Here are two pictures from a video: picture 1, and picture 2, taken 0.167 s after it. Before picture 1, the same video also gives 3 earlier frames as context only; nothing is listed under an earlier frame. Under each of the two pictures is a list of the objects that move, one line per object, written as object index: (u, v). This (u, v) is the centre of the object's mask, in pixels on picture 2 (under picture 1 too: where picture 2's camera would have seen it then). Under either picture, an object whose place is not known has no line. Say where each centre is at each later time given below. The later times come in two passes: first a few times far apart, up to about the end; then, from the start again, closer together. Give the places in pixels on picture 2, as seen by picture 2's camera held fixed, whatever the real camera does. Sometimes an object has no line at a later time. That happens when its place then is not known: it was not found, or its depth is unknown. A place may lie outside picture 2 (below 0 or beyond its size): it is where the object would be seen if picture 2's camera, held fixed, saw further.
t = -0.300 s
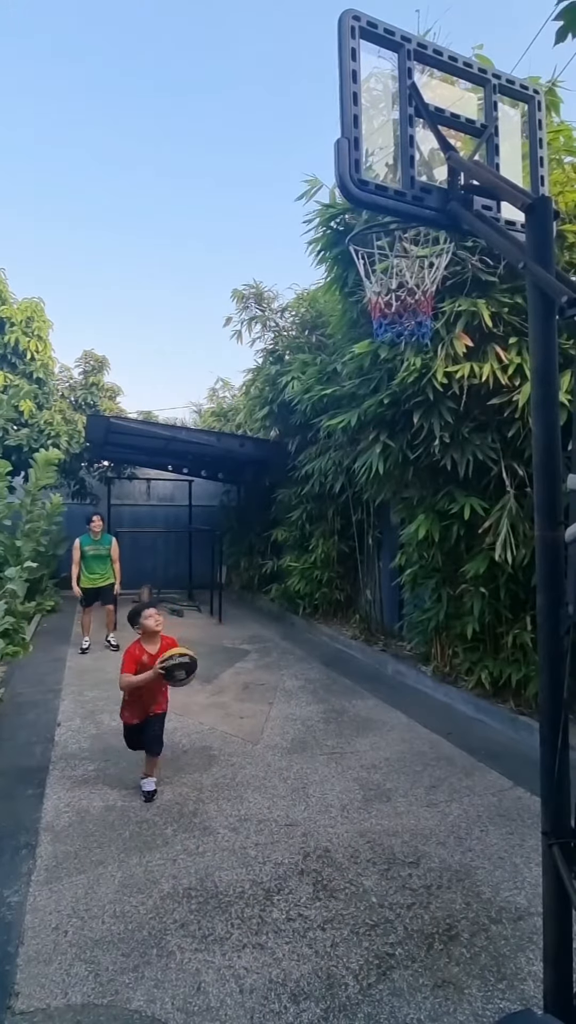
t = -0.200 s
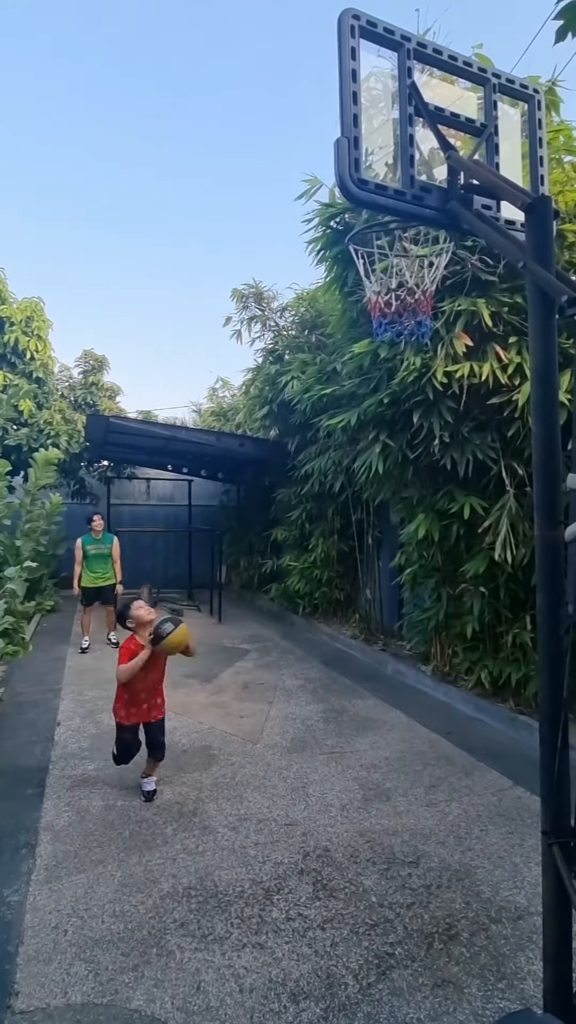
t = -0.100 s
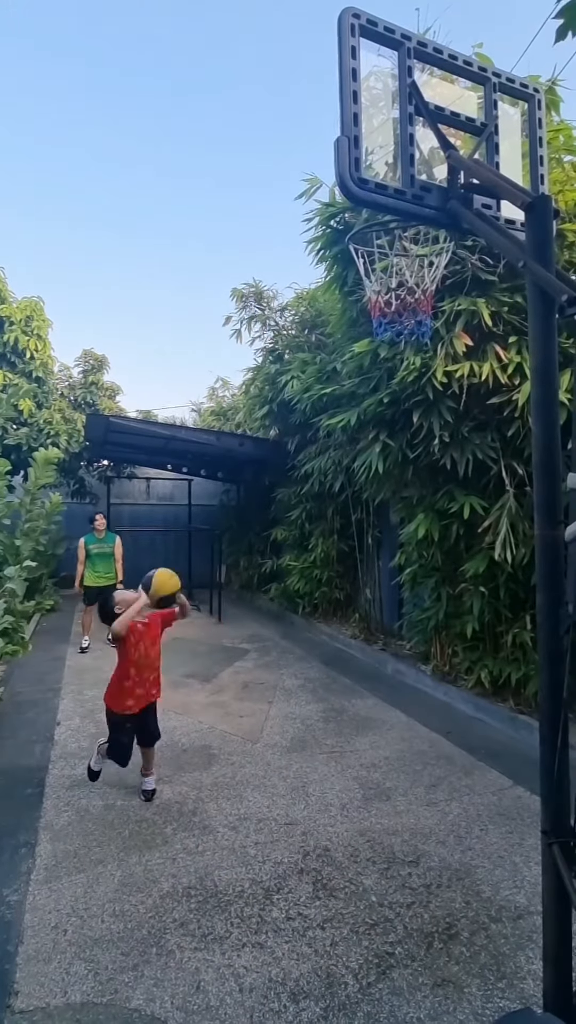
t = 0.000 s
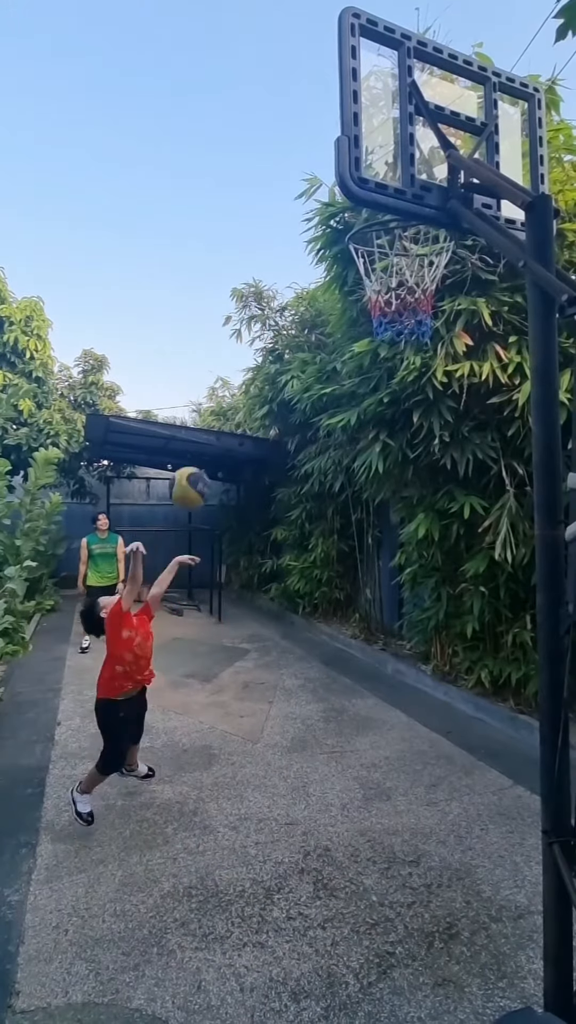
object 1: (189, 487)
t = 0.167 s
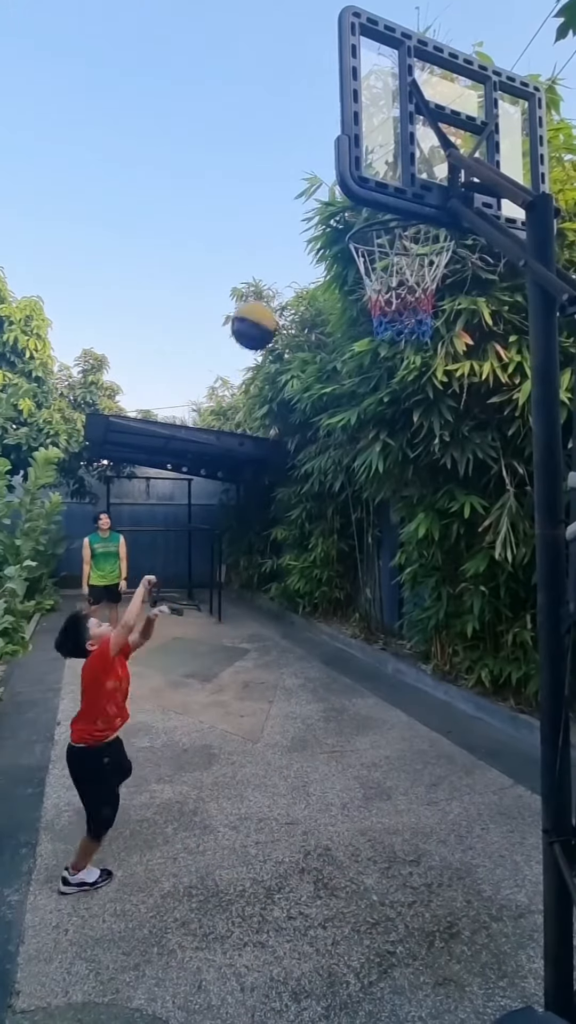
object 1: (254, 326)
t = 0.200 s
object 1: (267, 297)
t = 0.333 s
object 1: (324, 196)
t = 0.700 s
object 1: (369, 250)
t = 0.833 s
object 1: (388, 297)
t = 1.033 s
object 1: (398, 423)
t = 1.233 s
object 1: (409, 599)
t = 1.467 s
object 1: (421, 766)
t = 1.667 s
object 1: (440, 602)
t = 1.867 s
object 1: (455, 512)
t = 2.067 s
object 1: (470, 497)
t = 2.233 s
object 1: (482, 536)
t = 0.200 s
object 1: (267, 297)
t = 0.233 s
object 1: (281, 269)
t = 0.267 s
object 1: (296, 243)
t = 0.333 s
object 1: (324, 196)
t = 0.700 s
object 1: (369, 250)
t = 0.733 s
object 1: (380, 257)
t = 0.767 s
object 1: (382, 276)
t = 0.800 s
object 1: (384, 294)
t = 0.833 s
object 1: (388, 297)
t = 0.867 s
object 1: (394, 314)
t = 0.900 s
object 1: (395, 335)
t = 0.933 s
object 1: (397, 355)
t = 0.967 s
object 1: (399, 378)
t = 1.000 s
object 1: (400, 402)
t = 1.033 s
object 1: (398, 423)
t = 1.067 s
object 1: (401, 447)
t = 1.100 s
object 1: (403, 474)
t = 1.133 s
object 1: (405, 504)
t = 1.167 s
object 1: (407, 533)
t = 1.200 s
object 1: (408, 565)
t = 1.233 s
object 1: (409, 599)
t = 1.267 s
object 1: (411, 634)
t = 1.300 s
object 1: (411, 671)
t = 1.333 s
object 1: (413, 709)
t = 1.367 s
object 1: (415, 749)
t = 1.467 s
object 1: (421, 766)
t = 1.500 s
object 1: (423, 735)
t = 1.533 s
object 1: (426, 704)
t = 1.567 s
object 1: (429, 676)
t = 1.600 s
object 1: (433, 649)
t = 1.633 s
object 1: (437, 625)
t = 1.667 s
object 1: (440, 602)
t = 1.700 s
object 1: (442, 583)
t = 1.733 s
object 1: (445, 564)
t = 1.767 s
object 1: (447, 549)
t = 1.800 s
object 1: (450, 534)
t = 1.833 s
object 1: (452, 522)
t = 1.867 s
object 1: (455, 512)
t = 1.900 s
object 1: (457, 504)
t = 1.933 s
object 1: (460, 500)
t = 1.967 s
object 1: (462, 497)
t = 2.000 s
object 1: (464, 495)
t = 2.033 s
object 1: (466, 494)
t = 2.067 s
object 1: (470, 497)
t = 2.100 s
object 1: (471, 500)
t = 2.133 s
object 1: (475, 508)
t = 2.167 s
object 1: (477, 516)
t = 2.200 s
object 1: (480, 525)
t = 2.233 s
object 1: (482, 536)
